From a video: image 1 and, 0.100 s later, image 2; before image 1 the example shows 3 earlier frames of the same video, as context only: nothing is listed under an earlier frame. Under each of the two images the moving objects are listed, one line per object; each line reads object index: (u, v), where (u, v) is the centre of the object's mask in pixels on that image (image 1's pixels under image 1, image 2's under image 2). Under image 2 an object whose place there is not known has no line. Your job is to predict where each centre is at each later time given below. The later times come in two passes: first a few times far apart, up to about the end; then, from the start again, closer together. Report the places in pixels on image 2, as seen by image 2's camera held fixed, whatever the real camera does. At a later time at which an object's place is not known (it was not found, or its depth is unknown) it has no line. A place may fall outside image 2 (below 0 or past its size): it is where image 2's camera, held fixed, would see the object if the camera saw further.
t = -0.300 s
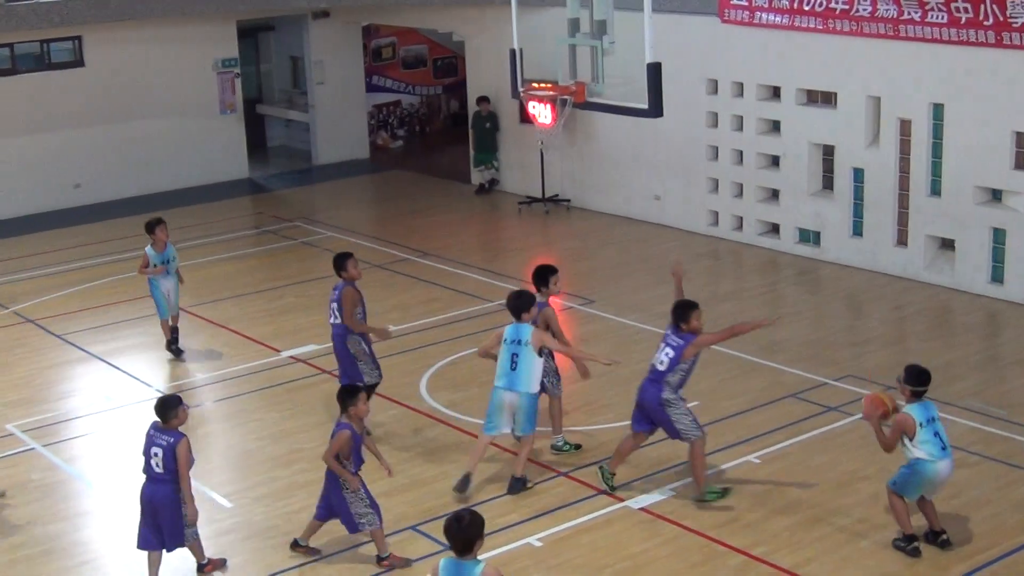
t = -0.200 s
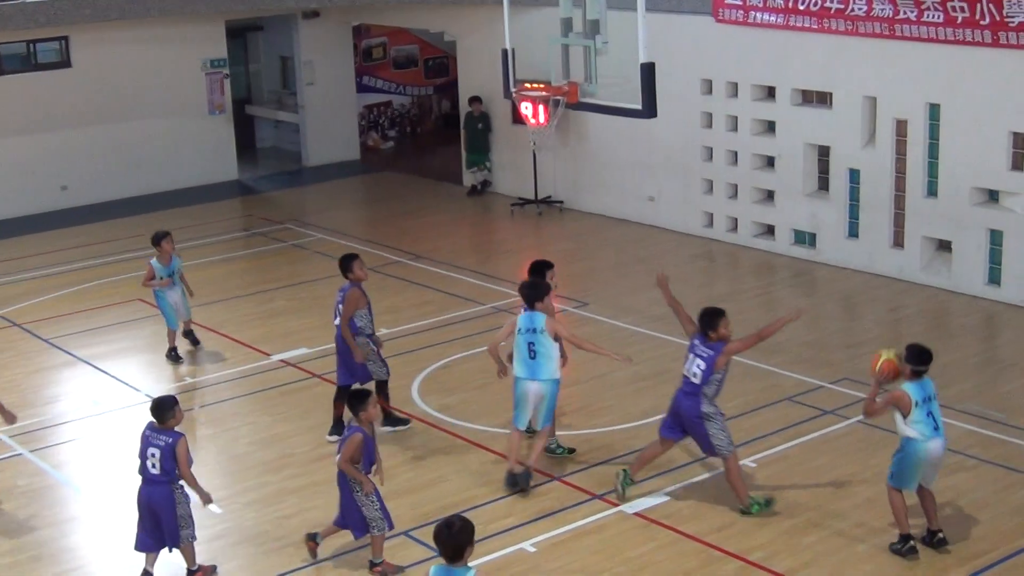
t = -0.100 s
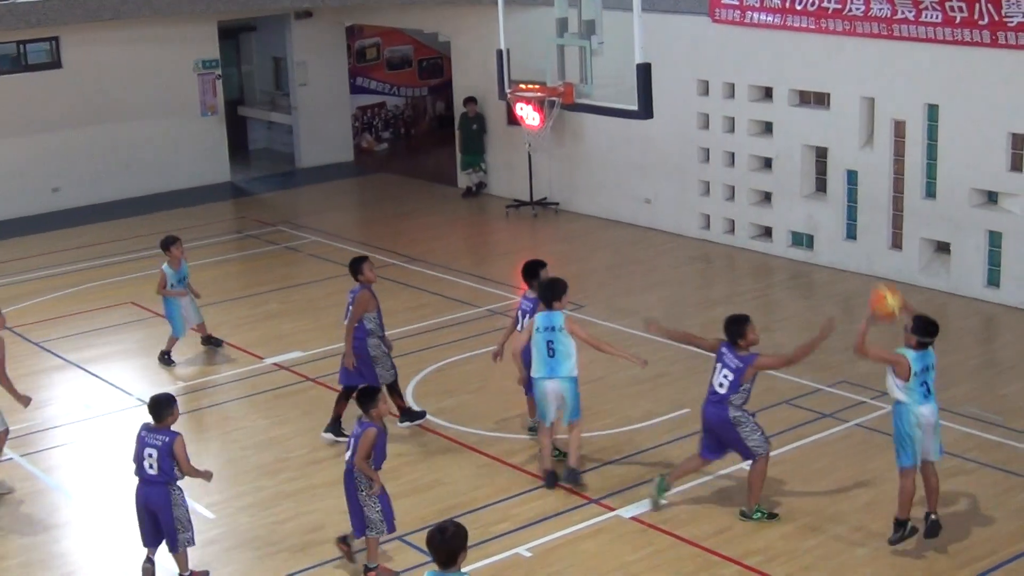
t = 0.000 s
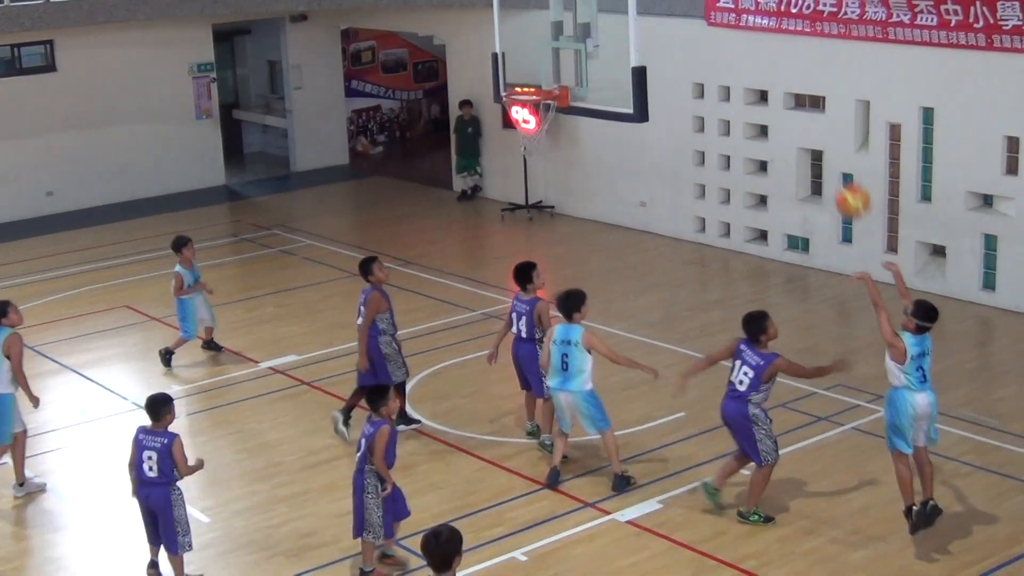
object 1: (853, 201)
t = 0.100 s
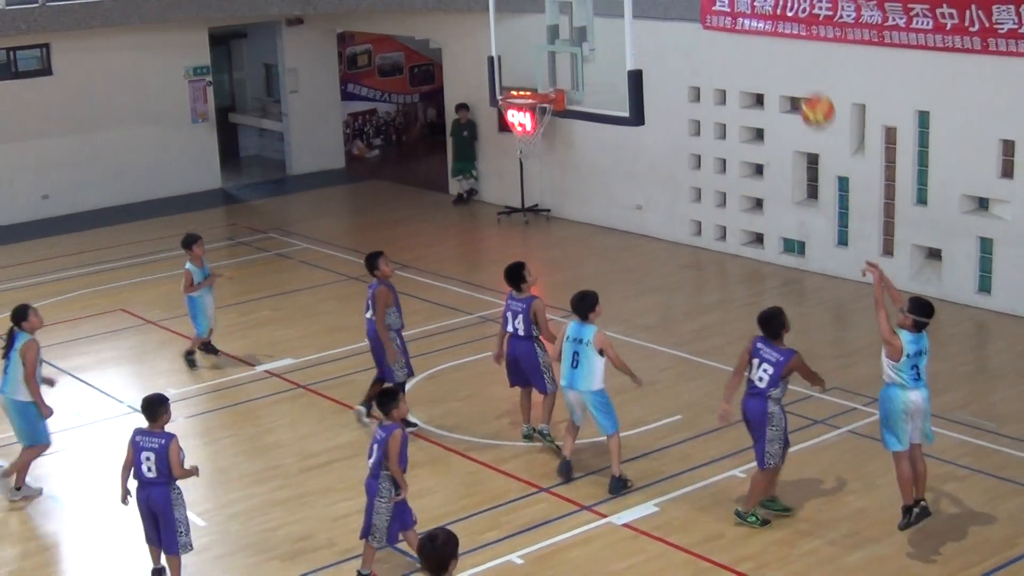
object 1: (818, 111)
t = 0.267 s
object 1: (767, 2)
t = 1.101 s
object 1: (570, 39)
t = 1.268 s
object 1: (576, 57)
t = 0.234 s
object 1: (777, 13)
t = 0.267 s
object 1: (767, 2)
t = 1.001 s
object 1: (589, -9)
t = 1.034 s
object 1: (582, 4)
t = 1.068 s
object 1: (576, 21)
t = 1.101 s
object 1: (570, 39)
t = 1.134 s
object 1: (564, 58)
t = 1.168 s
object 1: (559, 78)
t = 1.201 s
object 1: (557, 86)
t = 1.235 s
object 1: (566, 71)
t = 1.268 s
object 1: (576, 57)
